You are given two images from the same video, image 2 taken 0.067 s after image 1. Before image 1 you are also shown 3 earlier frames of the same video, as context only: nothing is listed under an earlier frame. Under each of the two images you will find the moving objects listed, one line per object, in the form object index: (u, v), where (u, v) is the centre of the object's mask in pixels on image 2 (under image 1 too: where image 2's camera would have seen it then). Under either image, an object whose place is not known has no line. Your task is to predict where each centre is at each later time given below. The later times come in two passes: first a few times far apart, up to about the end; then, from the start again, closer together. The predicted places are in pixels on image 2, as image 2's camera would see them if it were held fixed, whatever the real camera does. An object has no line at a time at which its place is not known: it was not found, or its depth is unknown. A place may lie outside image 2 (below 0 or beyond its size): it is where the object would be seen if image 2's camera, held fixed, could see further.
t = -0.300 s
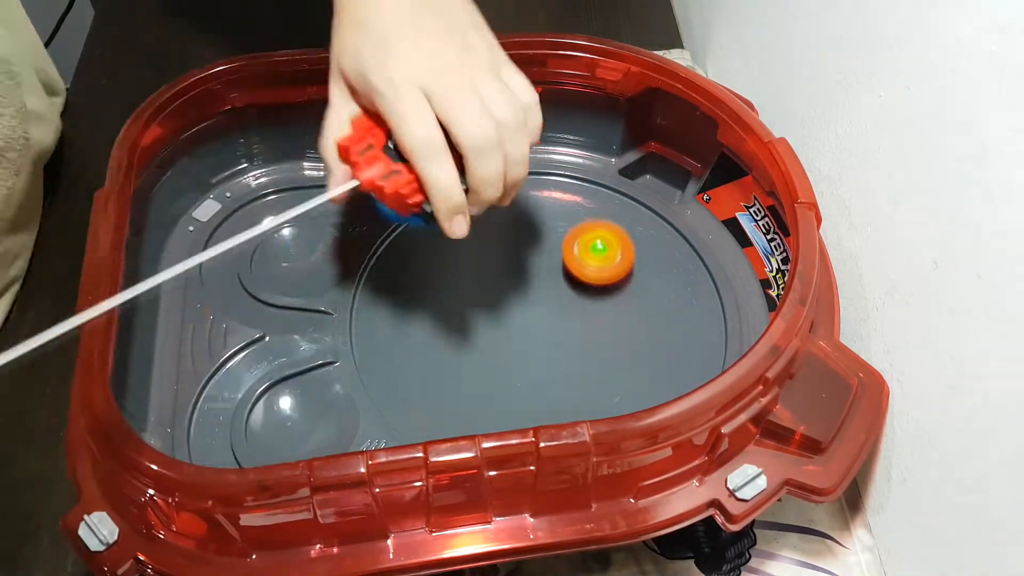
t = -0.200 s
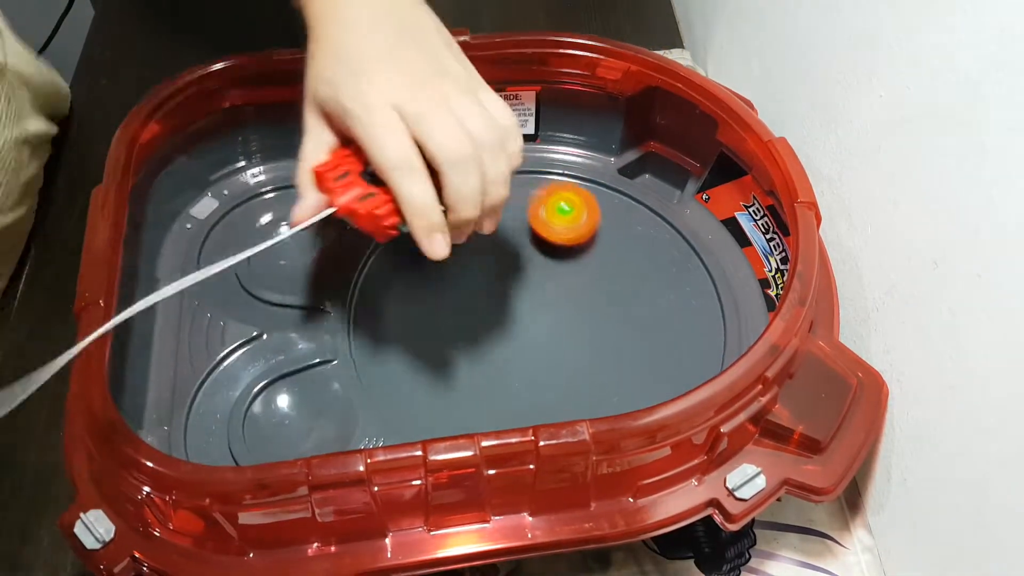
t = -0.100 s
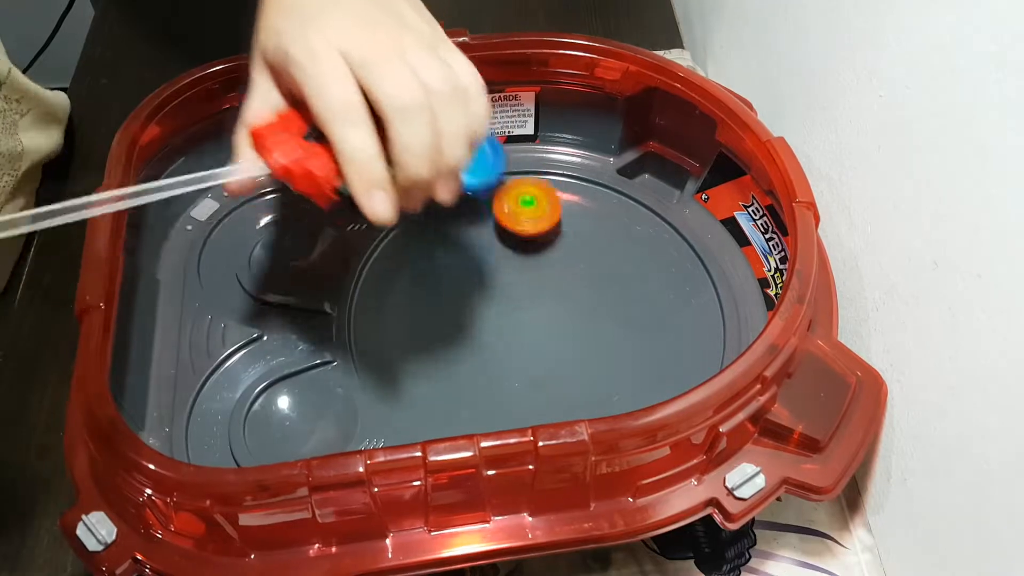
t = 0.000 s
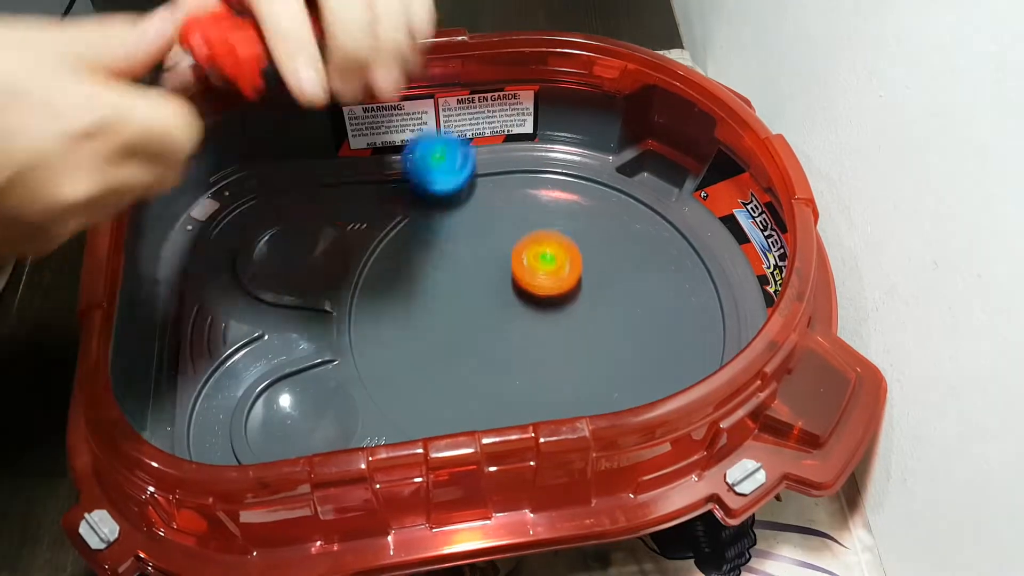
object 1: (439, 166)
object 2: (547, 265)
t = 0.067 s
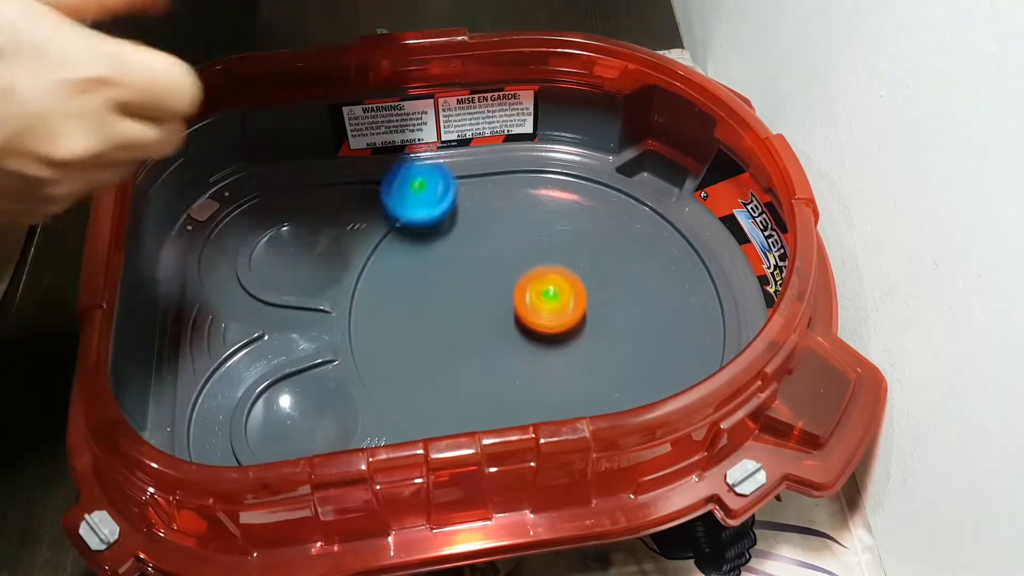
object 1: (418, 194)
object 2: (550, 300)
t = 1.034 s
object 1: (423, 178)
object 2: (555, 371)
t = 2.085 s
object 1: (610, 351)
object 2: (541, 242)
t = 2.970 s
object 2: (530, 172)
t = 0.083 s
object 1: (414, 204)
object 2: (550, 308)
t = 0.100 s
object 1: (409, 214)
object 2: (550, 315)
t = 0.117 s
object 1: (405, 225)
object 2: (550, 321)
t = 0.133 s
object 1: (401, 237)
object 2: (550, 327)
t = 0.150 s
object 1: (398, 249)
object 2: (551, 331)
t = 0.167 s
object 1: (394, 262)
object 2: (553, 335)
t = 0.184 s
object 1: (392, 276)
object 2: (554, 339)
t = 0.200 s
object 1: (391, 290)
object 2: (557, 341)
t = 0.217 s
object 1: (391, 305)
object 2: (560, 343)
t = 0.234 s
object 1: (392, 320)
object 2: (563, 345)
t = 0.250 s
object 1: (397, 335)
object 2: (567, 345)
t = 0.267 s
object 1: (402, 350)
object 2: (571, 345)
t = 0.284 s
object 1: (410, 366)
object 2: (574, 344)
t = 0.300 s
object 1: (419, 381)
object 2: (577, 343)
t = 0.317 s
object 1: (430, 393)
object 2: (580, 341)
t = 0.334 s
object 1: (443, 401)
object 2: (582, 339)
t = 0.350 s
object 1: (456, 406)
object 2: (583, 336)
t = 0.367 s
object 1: (471, 410)
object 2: (584, 333)
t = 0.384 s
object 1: (486, 413)
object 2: (584, 329)
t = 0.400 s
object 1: (502, 414)
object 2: (583, 326)
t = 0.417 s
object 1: (520, 415)
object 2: (582, 323)
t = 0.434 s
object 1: (539, 415)
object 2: (579, 320)
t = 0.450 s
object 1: (559, 414)
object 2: (576, 317)
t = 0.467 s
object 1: (579, 412)
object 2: (572, 314)
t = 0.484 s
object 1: (598, 410)
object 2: (568, 311)
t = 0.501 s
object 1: (614, 406)
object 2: (563, 309)
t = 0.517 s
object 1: (629, 402)
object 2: (558, 307)
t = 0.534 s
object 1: (647, 396)
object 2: (552, 306)
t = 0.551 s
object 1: (660, 389)
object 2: (547, 305)
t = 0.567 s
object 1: (670, 380)
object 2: (541, 305)
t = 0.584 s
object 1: (681, 370)
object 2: (536, 305)
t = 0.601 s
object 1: (691, 360)
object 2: (530, 306)
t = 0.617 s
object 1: (701, 349)
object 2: (524, 307)
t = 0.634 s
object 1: (710, 337)
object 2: (518, 309)
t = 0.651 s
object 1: (717, 324)
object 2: (512, 311)
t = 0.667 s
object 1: (723, 309)
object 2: (507, 313)
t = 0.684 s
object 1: (721, 295)
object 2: (502, 316)
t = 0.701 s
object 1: (716, 279)
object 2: (497, 320)
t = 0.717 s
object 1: (711, 263)
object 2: (492, 323)
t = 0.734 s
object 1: (703, 248)
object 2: (488, 327)
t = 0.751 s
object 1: (693, 234)
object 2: (484, 331)
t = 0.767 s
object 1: (681, 221)
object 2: (481, 336)
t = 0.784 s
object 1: (669, 208)
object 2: (479, 341)
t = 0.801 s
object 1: (656, 197)
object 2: (478, 346)
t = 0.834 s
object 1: (627, 180)
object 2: (479, 357)
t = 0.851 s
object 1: (612, 173)
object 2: (481, 363)
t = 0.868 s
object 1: (597, 168)
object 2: (484, 368)
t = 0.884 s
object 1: (578, 163)
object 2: (489, 372)
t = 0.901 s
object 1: (560, 160)
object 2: (495, 376)
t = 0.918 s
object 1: (540, 158)
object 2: (501, 379)
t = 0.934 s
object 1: (523, 158)
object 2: (508, 382)
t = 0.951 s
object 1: (505, 159)
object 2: (516, 383)
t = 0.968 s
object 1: (488, 161)
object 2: (524, 383)
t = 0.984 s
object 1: (471, 165)
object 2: (532, 382)
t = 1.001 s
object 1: (455, 169)
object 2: (541, 379)
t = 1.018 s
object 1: (438, 174)
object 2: (548, 376)
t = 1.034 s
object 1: (423, 178)
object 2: (555, 371)
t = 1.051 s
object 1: (409, 184)
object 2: (560, 365)
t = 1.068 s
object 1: (396, 184)
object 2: (565, 360)
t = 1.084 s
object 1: (385, 182)
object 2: (568, 352)
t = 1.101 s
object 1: (373, 182)
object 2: (571, 345)
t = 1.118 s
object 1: (362, 185)
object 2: (572, 338)
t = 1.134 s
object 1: (351, 187)
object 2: (572, 330)
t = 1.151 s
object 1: (338, 185)
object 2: (571, 322)
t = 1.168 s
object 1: (326, 183)
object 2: (568, 315)
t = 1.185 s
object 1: (314, 181)
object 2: (565, 307)
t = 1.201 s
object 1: (302, 181)
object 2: (560, 300)
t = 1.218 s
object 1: (288, 183)
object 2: (555, 294)
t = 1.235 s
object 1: (272, 187)
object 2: (550, 288)
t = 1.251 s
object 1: (259, 191)
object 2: (543, 282)
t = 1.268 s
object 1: (246, 197)
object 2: (536, 277)
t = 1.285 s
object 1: (230, 205)
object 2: (528, 272)
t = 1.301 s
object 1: (219, 212)
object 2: (520, 268)
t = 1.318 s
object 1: (208, 221)
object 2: (512, 265)
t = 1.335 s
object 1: (199, 231)
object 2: (503, 262)
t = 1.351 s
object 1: (197, 242)
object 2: (493, 260)
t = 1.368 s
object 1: (197, 254)
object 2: (484, 258)
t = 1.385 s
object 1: (200, 266)
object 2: (475, 258)
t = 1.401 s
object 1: (208, 276)
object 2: (466, 258)
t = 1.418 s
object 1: (218, 287)
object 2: (458, 258)
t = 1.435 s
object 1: (230, 295)
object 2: (450, 260)
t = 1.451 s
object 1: (248, 301)
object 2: (442, 262)
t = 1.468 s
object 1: (266, 305)
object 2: (435, 265)
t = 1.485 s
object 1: (285, 309)
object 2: (428, 268)
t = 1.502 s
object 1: (304, 315)
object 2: (422, 274)
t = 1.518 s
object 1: (323, 322)
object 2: (416, 279)
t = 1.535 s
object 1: (342, 327)
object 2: (412, 284)
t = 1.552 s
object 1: (359, 334)
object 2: (410, 288)
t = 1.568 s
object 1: (372, 340)
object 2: (411, 292)
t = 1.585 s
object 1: (377, 350)
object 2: (419, 295)
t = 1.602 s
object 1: (382, 363)
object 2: (429, 298)
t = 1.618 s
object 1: (387, 380)
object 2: (442, 299)
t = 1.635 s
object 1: (393, 400)
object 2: (453, 299)
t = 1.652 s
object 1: (400, 412)
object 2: (465, 301)
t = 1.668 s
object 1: (414, 414)
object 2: (475, 301)
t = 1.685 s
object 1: (427, 417)
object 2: (485, 302)
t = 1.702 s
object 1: (441, 421)
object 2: (496, 304)
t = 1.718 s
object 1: (455, 424)
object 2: (505, 307)
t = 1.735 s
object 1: (469, 424)
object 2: (513, 307)
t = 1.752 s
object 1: (481, 425)
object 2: (520, 306)
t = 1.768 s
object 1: (490, 428)
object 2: (528, 305)
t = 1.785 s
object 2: (535, 303)
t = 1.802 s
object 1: (516, 423)
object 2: (541, 301)
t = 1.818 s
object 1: (527, 421)
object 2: (546, 300)
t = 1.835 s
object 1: (539, 418)
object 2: (551, 297)
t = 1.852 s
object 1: (551, 415)
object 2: (556, 294)
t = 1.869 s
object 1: (561, 412)
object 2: (559, 291)
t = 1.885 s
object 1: (571, 409)
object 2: (563, 287)
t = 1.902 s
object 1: (580, 405)
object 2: (566, 283)
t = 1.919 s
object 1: (589, 402)
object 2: (568, 279)
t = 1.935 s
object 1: (597, 398)
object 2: (569, 274)
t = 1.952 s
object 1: (603, 395)
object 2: (569, 270)
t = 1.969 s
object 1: (609, 391)
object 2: (569, 264)
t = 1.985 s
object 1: (614, 388)
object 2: (567, 260)
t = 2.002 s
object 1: (618, 384)
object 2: (564, 255)
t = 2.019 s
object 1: (620, 379)
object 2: (561, 252)
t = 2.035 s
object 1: (621, 374)
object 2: (557, 248)
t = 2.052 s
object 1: (619, 366)
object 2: (553, 245)
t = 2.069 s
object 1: (615, 359)
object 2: (547, 243)
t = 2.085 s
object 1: (610, 351)
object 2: (541, 242)
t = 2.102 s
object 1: (603, 344)
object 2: (535, 242)
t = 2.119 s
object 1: (595, 337)
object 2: (529, 243)
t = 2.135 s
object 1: (585, 331)
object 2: (523, 244)
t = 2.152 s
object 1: (575, 325)
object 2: (517, 246)
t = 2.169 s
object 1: (564, 319)
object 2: (511, 250)
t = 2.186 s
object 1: (552, 315)
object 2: (506, 254)
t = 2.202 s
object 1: (542, 313)
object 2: (501, 256)
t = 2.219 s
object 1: (534, 317)
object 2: (493, 254)
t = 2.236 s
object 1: (527, 323)
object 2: (483, 249)
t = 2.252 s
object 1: (518, 327)
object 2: (475, 245)
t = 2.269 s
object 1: (509, 333)
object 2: (467, 241)
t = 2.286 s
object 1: (499, 338)
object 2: (460, 239)
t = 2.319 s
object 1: (480, 349)
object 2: (445, 237)
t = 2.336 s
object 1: (471, 356)
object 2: (438, 237)
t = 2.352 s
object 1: (463, 362)
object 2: (430, 239)
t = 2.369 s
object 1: (456, 369)
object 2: (423, 241)
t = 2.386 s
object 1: (451, 376)
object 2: (416, 244)
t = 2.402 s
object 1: (446, 384)
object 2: (410, 248)
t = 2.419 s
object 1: (442, 392)
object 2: (405, 253)
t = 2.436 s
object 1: (439, 399)
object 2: (400, 258)
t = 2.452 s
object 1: (437, 404)
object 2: (396, 265)
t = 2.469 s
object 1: (436, 409)
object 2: (394, 271)
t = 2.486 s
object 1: (436, 413)
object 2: (392, 279)
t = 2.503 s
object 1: (437, 417)
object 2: (392, 286)
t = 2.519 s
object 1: (443, 419)
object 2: (394, 294)
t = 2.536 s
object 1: (451, 420)
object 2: (397, 303)
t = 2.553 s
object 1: (459, 420)
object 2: (401, 311)
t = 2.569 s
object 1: (468, 420)
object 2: (407, 319)
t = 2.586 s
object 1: (477, 420)
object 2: (414, 326)
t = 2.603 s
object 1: (486, 420)
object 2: (422, 332)
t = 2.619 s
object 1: (495, 420)
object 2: (430, 338)
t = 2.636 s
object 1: (505, 418)
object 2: (440, 342)
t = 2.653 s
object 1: (514, 417)
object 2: (450, 346)
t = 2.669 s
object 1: (525, 415)
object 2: (460, 349)
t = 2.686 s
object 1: (535, 412)
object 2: (471, 352)
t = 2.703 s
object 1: (544, 409)
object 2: (482, 353)
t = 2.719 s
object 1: (552, 405)
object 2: (492, 353)
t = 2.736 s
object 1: (559, 400)
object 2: (503, 353)
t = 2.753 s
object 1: (565, 396)
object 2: (513, 351)
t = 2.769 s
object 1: (574, 394)
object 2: (519, 342)
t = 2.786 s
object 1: (588, 397)
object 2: (522, 322)
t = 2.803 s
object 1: (598, 401)
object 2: (524, 303)
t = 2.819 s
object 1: (609, 403)
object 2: (526, 285)
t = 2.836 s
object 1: (620, 404)
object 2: (528, 267)
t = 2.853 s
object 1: (628, 403)
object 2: (530, 251)
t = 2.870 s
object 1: (632, 399)
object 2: (532, 235)
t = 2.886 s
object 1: (635, 396)
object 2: (532, 221)
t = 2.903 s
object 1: (639, 393)
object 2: (533, 209)
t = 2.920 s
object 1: (642, 389)
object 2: (534, 198)
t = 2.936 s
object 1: (644, 385)
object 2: (532, 188)
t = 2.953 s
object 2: (532, 180)
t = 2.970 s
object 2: (530, 172)
